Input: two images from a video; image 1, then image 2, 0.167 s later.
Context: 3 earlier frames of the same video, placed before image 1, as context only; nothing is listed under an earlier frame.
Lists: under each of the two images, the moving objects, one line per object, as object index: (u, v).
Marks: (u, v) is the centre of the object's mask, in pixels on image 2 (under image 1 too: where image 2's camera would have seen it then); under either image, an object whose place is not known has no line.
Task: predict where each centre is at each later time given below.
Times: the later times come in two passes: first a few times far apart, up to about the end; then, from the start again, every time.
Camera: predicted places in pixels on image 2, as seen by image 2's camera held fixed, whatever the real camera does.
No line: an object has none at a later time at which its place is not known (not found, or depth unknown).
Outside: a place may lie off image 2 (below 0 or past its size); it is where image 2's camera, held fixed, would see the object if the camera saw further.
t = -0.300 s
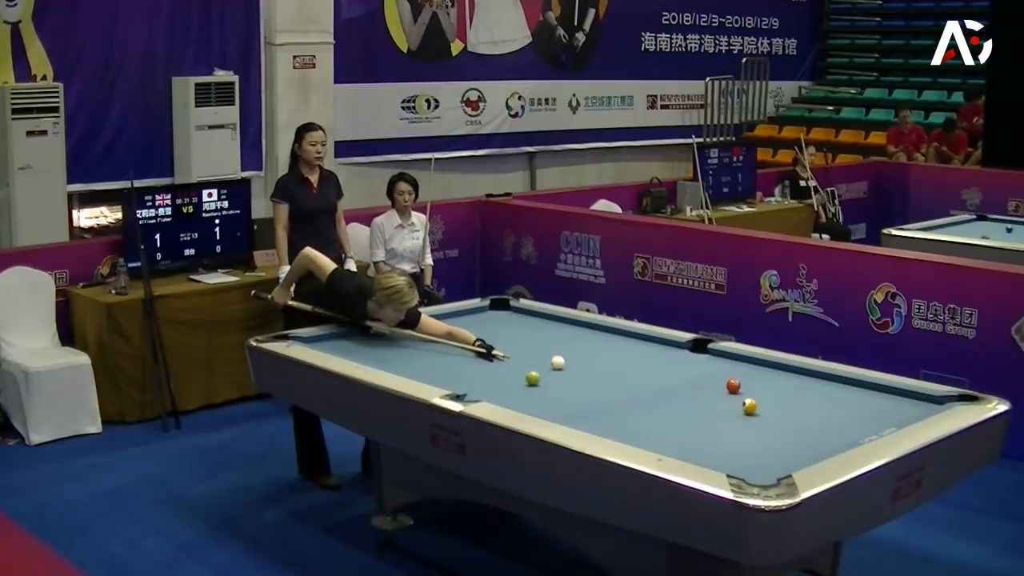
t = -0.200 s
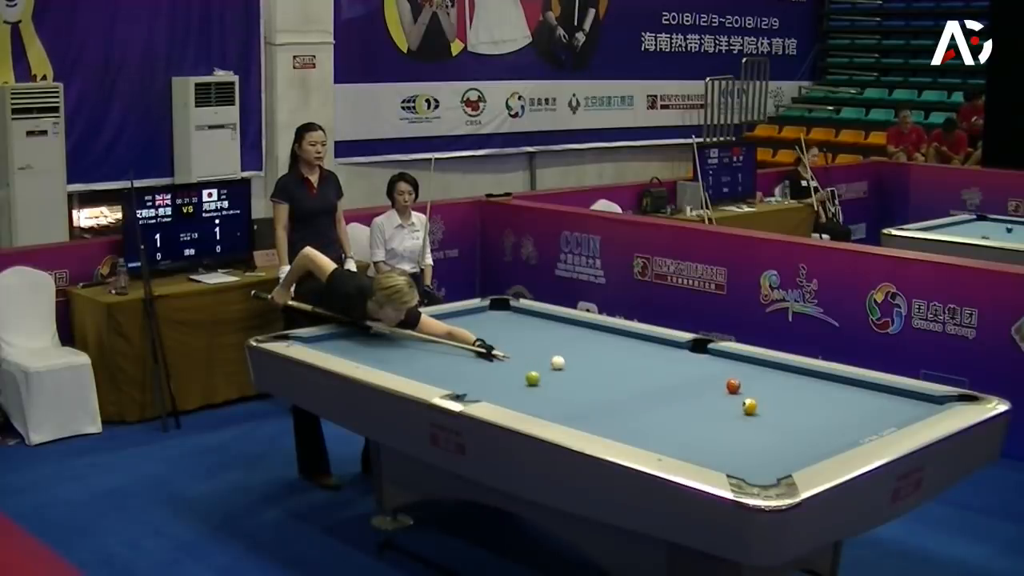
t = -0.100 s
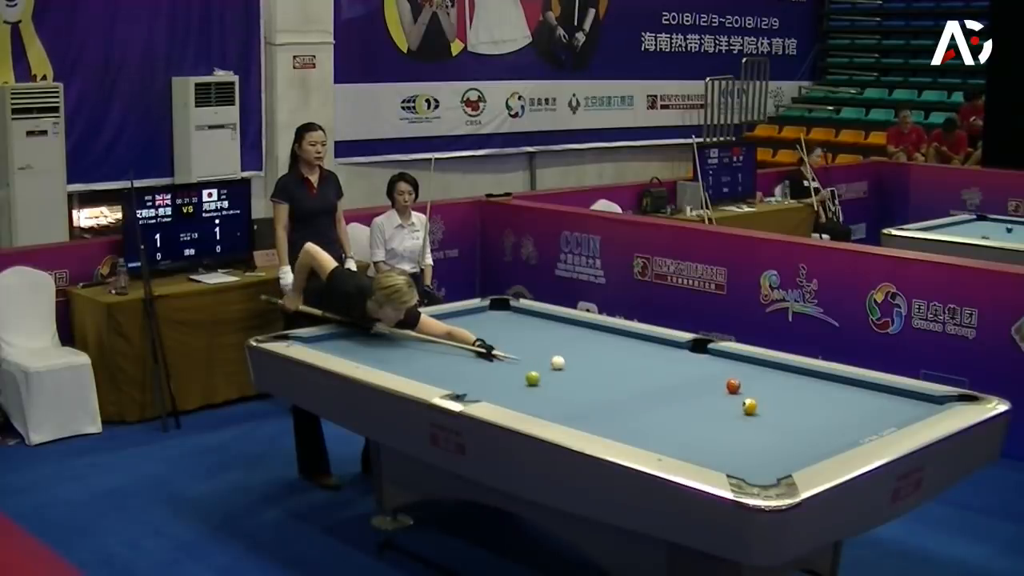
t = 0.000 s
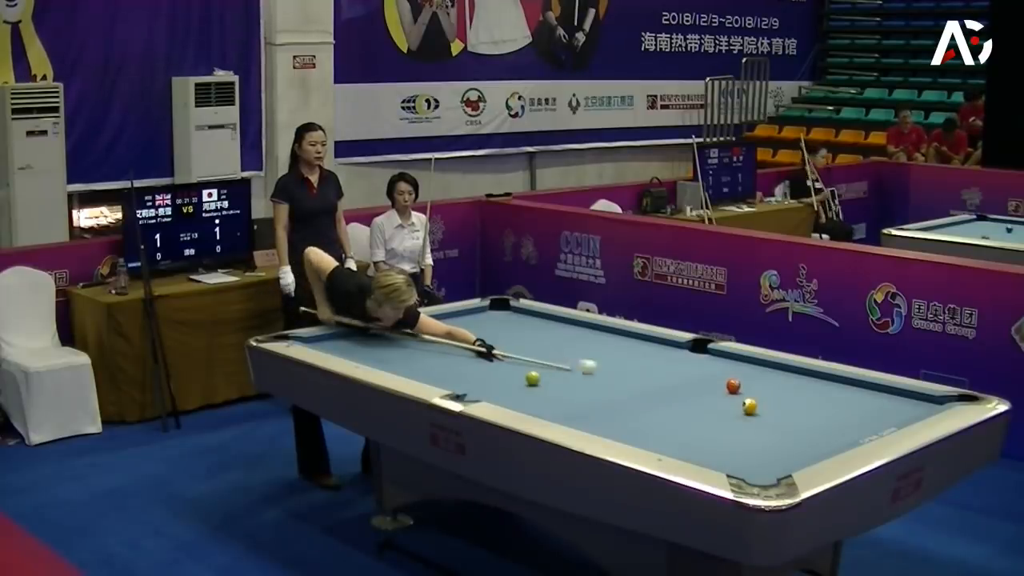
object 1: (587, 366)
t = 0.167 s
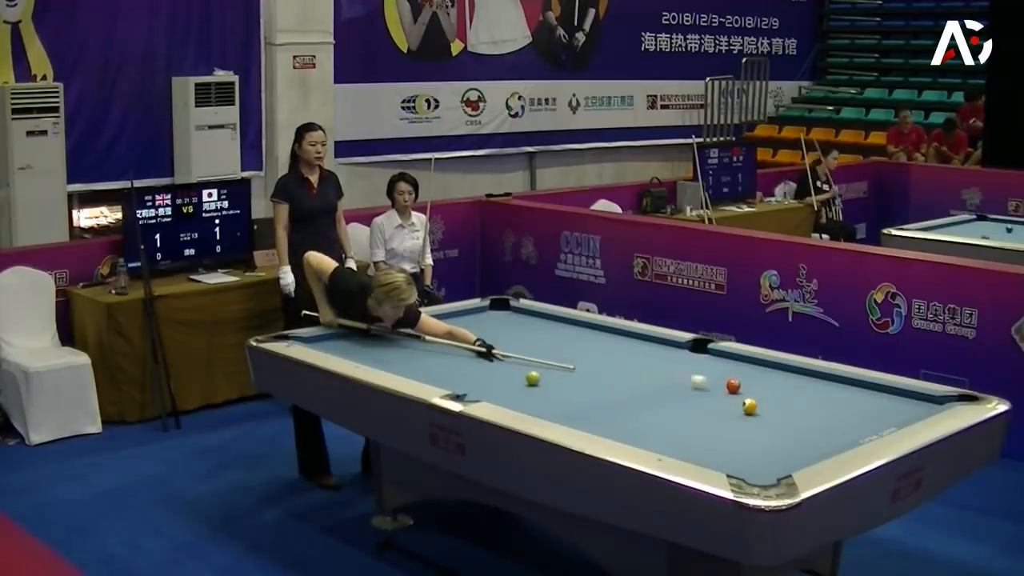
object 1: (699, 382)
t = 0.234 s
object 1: (718, 386)
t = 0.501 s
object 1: (702, 390)
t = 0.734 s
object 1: (686, 393)
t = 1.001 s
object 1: (667, 396)
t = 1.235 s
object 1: (651, 398)
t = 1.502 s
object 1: (633, 401)
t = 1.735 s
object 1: (619, 403)
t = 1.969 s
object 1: (606, 404)
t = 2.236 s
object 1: (592, 406)
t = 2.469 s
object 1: (580, 408)
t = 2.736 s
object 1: (568, 410)
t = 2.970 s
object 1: (559, 411)
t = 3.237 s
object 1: (549, 411)
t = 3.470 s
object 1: (542, 411)
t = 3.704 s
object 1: (542, 411)
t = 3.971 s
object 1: (544, 410)
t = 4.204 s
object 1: (545, 410)
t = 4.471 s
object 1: (545, 410)
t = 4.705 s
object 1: (545, 410)
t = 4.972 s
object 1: (545, 410)
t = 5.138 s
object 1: (545, 410)
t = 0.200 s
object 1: (718, 385)
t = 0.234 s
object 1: (718, 386)
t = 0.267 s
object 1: (717, 386)
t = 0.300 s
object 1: (716, 387)
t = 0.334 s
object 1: (714, 388)
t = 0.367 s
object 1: (712, 388)
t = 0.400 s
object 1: (709, 389)
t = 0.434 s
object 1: (707, 390)
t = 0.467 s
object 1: (705, 390)
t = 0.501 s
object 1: (702, 390)
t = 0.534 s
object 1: (700, 391)
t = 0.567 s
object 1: (697, 391)
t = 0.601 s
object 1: (695, 391)
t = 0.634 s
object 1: (692, 392)
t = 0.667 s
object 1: (690, 392)
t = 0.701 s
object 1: (688, 393)
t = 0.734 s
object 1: (686, 393)
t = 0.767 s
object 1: (683, 393)
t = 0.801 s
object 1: (681, 394)
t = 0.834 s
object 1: (679, 394)
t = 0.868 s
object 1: (676, 395)
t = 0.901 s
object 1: (674, 395)
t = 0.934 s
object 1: (672, 395)
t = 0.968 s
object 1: (670, 396)
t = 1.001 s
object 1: (667, 396)
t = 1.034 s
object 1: (665, 396)
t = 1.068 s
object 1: (663, 396)
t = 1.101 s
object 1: (661, 397)
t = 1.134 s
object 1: (658, 398)
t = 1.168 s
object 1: (656, 398)
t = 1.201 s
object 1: (654, 398)
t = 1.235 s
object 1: (651, 398)
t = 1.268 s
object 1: (649, 399)
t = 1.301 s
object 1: (647, 399)
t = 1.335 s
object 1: (645, 399)
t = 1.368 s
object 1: (642, 400)
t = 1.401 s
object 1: (640, 400)
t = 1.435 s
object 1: (638, 400)
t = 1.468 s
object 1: (636, 400)
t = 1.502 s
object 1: (633, 401)
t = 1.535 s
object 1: (631, 401)
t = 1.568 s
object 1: (629, 401)
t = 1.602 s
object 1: (628, 402)
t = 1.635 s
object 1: (625, 402)
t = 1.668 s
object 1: (623, 402)
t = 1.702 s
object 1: (621, 402)
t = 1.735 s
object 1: (619, 403)
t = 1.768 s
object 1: (617, 403)
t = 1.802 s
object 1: (615, 403)
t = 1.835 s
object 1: (613, 403)
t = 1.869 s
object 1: (611, 404)
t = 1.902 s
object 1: (609, 404)
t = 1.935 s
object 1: (608, 404)
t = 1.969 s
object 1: (606, 404)
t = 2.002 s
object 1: (604, 405)
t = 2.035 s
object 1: (602, 405)
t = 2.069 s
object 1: (600, 405)
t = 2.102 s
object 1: (598, 406)
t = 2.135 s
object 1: (597, 406)
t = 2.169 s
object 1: (595, 406)
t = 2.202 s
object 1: (593, 406)
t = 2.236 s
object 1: (592, 406)
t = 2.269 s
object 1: (590, 407)
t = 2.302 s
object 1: (588, 407)
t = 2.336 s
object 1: (587, 407)
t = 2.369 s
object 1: (585, 408)
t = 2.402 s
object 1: (583, 408)
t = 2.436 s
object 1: (581, 408)
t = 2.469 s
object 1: (580, 408)
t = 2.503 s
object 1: (578, 408)
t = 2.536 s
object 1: (577, 409)
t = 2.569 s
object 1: (575, 409)
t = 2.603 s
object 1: (574, 409)
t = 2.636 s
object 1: (572, 409)
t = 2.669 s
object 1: (571, 409)
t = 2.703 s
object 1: (569, 410)
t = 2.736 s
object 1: (568, 410)
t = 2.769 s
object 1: (566, 410)
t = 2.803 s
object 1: (565, 410)
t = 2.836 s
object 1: (564, 411)
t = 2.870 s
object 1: (562, 410)
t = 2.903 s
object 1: (561, 411)
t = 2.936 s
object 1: (560, 411)
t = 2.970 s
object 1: (559, 411)
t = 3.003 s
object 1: (557, 411)
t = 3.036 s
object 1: (556, 411)
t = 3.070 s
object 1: (555, 411)
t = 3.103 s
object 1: (553, 411)
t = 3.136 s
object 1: (553, 411)
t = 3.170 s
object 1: (551, 411)
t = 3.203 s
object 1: (550, 411)
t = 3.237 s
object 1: (549, 411)
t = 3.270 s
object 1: (548, 411)
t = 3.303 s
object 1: (547, 411)
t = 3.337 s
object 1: (546, 411)
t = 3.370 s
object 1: (545, 411)
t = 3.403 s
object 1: (544, 411)
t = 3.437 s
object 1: (543, 411)
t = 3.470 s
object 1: (542, 411)
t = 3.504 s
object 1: (541, 411)
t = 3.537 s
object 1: (541, 411)
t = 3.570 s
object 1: (541, 411)
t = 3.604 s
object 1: (541, 411)
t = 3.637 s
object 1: (542, 411)
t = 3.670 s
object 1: (542, 411)
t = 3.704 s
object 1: (542, 411)
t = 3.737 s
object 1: (543, 411)
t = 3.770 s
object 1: (543, 410)
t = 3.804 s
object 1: (543, 411)
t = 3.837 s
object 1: (543, 410)
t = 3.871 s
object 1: (544, 410)
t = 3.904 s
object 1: (544, 410)
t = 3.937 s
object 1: (544, 410)
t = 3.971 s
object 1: (544, 410)
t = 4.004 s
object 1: (544, 410)
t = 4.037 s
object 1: (545, 410)
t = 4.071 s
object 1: (545, 410)
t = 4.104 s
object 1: (545, 410)
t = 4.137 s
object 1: (545, 410)
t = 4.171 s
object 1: (545, 410)
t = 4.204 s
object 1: (545, 410)
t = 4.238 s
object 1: (545, 410)
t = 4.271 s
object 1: (545, 410)
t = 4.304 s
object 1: (545, 410)
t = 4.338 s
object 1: (545, 410)
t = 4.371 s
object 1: (545, 410)
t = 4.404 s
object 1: (545, 410)
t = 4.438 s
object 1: (545, 410)
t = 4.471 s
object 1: (545, 410)
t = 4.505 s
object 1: (545, 410)
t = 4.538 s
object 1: (545, 410)
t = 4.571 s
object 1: (545, 410)
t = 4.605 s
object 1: (545, 410)
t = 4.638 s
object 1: (545, 410)
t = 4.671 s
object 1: (545, 410)
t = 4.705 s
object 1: (545, 410)
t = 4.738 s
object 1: (545, 410)
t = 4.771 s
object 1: (545, 410)
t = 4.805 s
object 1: (545, 410)
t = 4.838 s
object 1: (545, 410)
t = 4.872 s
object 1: (545, 410)
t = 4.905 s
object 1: (545, 410)
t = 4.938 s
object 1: (545, 410)
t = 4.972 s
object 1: (545, 410)
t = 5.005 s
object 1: (545, 410)
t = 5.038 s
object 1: (545, 410)
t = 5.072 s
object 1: (545, 410)
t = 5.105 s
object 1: (545, 410)
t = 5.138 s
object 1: (545, 410)
